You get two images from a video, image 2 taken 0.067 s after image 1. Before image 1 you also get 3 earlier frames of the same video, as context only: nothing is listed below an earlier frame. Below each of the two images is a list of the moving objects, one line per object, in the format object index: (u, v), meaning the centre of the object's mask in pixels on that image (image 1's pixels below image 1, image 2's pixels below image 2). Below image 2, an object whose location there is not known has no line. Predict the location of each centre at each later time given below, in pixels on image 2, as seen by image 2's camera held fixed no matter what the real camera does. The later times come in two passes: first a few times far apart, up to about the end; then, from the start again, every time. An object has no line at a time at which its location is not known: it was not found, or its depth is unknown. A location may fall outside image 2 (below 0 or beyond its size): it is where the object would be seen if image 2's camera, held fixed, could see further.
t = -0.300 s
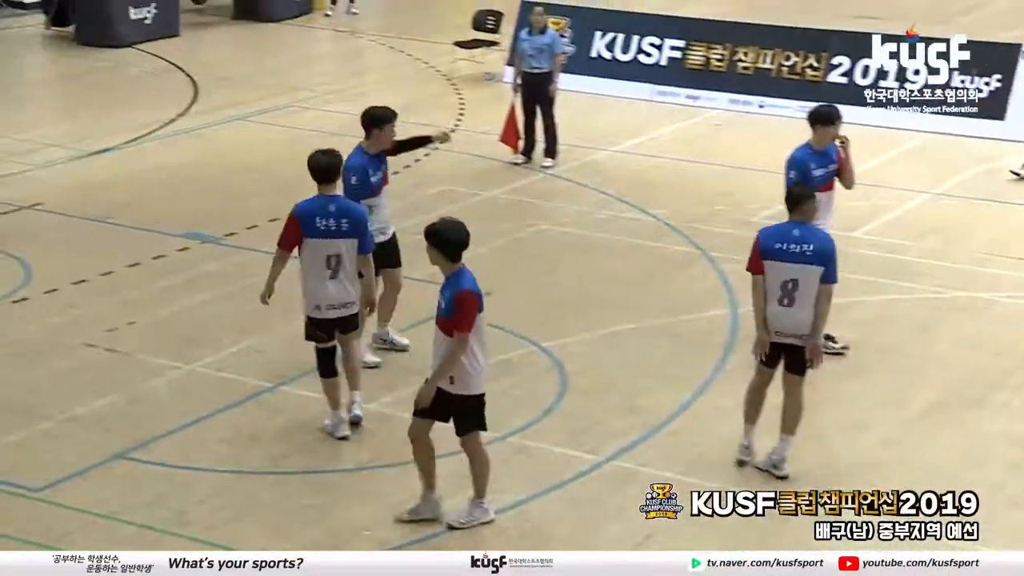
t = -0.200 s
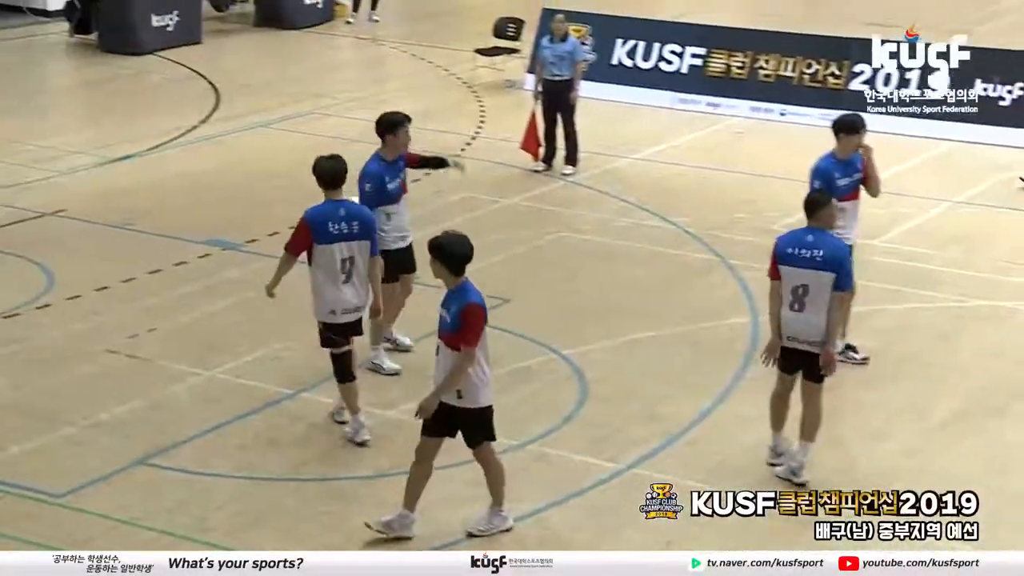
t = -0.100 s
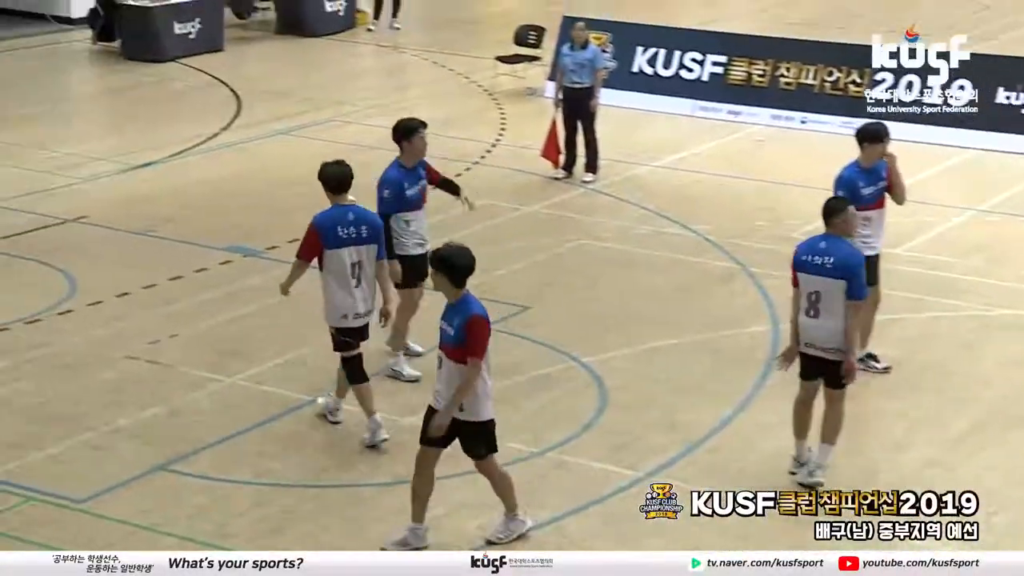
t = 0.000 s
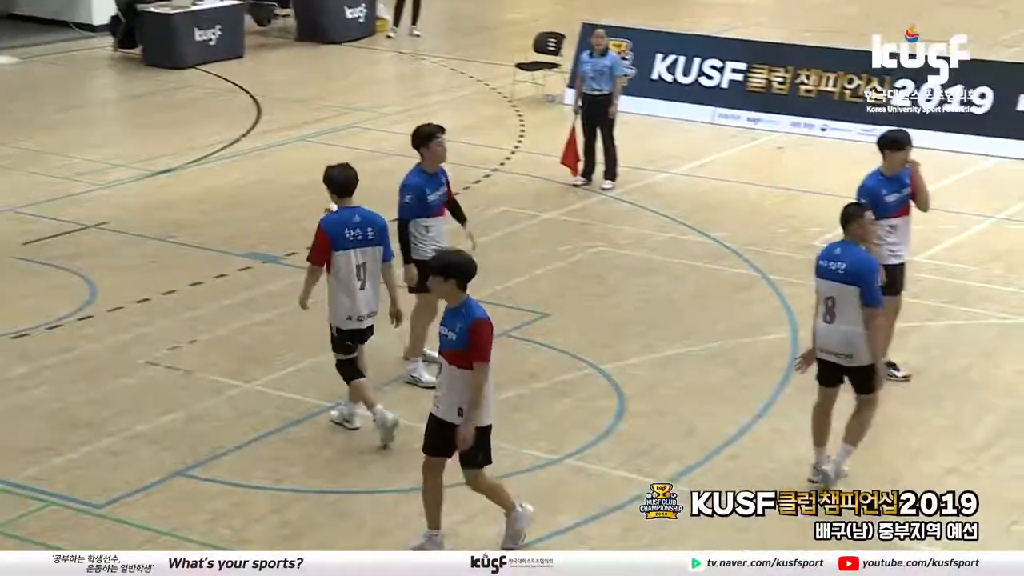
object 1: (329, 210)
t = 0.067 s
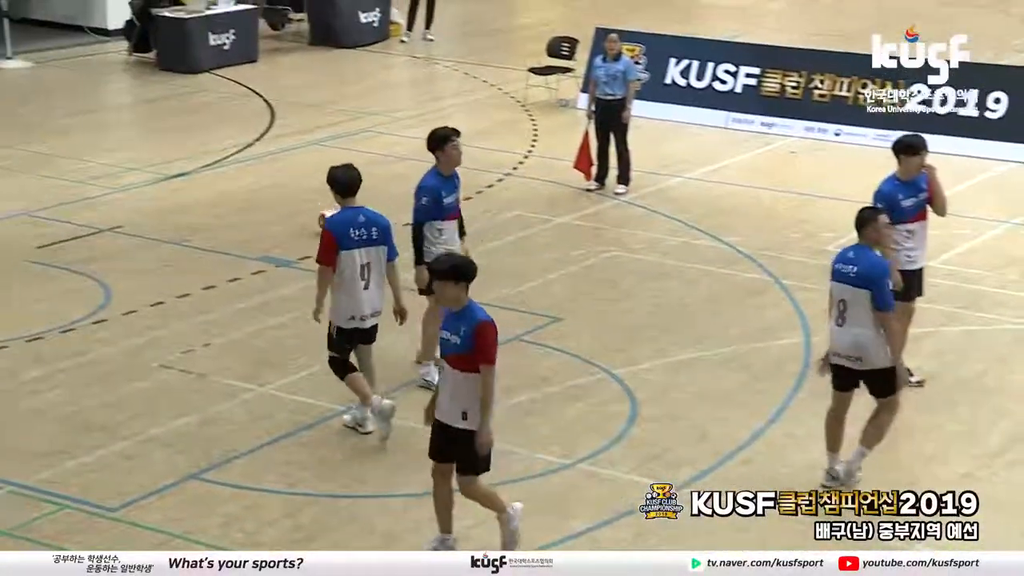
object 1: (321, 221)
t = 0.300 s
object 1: (264, 212)
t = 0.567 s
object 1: (194, 199)
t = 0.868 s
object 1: (121, 184)
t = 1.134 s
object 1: (62, 172)
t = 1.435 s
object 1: (-3, 164)
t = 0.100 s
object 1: (315, 216)
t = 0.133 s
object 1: (309, 212)
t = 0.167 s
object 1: (295, 208)
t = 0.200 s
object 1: (288, 209)
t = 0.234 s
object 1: (277, 208)
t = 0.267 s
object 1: (273, 207)
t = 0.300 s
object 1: (264, 212)
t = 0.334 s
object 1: (254, 210)
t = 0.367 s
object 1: (244, 207)
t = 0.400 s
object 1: (234, 203)
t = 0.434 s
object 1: (229, 200)
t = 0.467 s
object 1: (218, 198)
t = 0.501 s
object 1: (210, 200)
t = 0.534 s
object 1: (202, 200)
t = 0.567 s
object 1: (194, 199)
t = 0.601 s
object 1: (185, 196)
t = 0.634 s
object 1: (177, 192)
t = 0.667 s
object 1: (167, 191)
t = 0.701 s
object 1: (159, 191)
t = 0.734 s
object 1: (153, 189)
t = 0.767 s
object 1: (145, 188)
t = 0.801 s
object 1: (137, 189)
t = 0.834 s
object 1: (128, 187)
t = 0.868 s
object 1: (121, 184)
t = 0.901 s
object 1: (114, 181)
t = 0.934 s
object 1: (107, 183)
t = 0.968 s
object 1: (99, 180)
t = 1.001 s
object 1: (91, 181)
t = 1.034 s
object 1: (83, 179)
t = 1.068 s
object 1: (76, 176)
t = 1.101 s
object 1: (69, 174)
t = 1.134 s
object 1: (62, 172)
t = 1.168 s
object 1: (54, 177)
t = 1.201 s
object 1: (47, 174)
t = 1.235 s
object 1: (40, 171)
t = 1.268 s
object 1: (32, 168)
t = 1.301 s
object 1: (25, 168)
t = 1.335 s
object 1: (18, 167)
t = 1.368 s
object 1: (11, 166)
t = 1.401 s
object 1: (4, 167)
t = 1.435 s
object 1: (-3, 164)
